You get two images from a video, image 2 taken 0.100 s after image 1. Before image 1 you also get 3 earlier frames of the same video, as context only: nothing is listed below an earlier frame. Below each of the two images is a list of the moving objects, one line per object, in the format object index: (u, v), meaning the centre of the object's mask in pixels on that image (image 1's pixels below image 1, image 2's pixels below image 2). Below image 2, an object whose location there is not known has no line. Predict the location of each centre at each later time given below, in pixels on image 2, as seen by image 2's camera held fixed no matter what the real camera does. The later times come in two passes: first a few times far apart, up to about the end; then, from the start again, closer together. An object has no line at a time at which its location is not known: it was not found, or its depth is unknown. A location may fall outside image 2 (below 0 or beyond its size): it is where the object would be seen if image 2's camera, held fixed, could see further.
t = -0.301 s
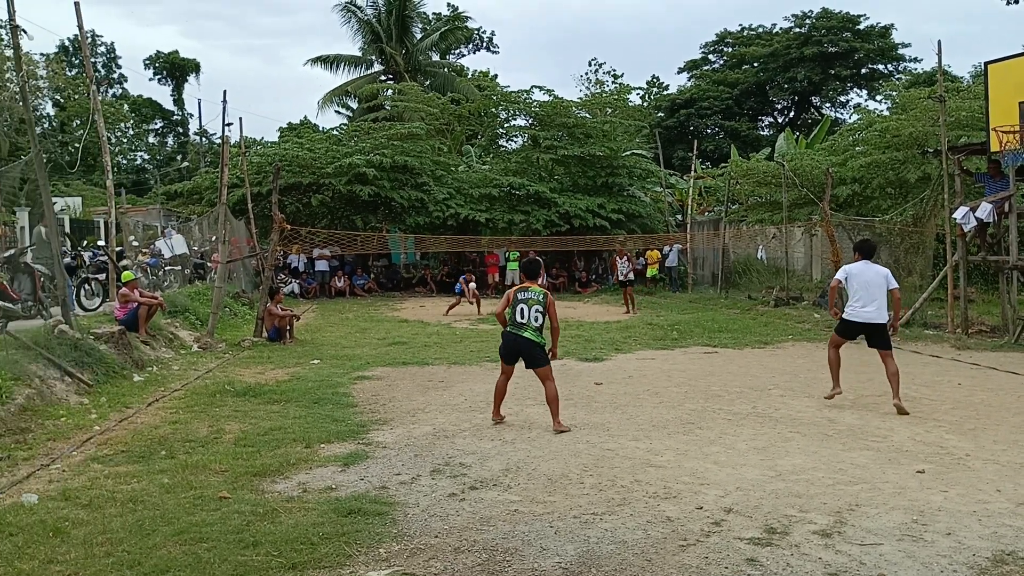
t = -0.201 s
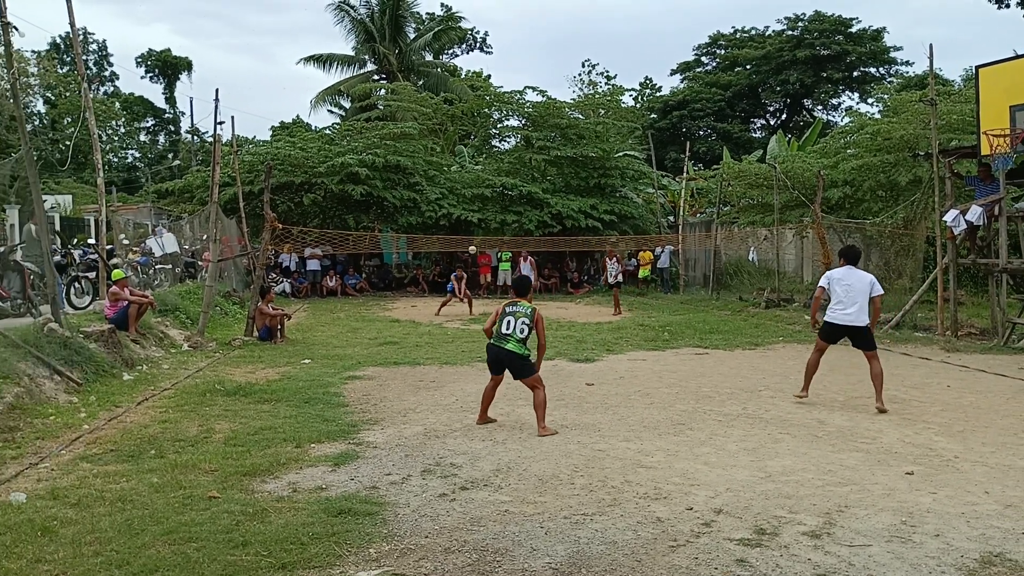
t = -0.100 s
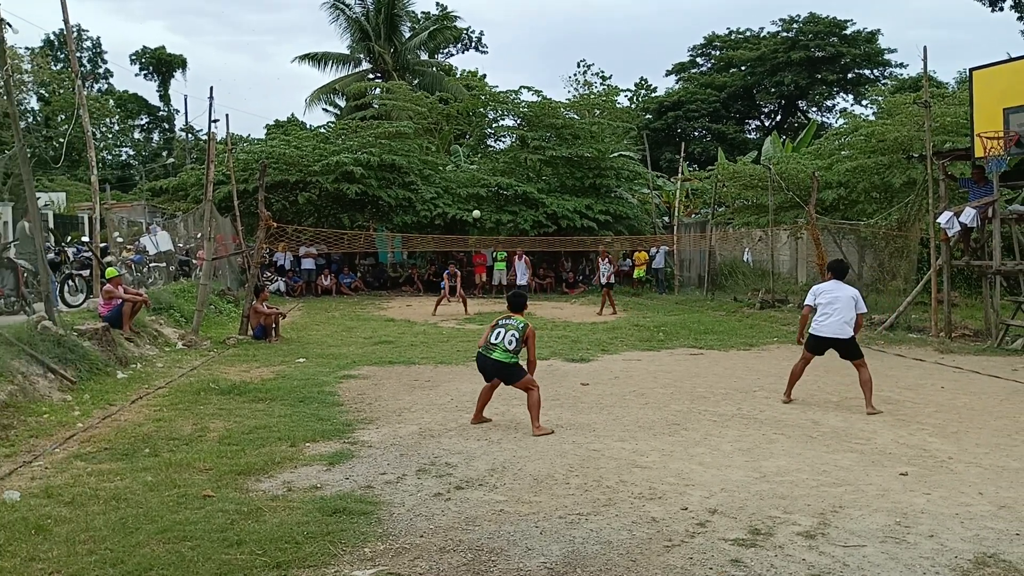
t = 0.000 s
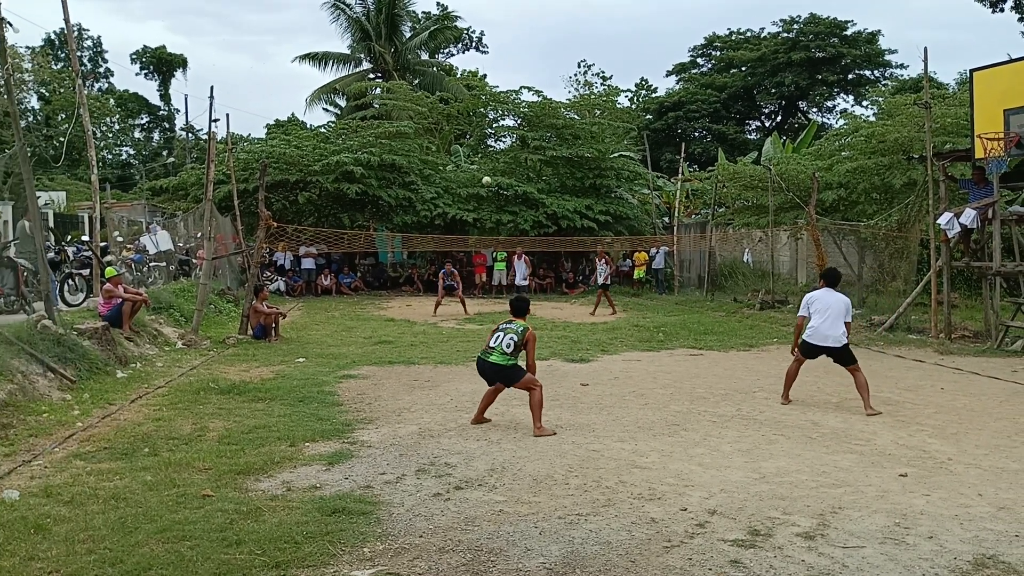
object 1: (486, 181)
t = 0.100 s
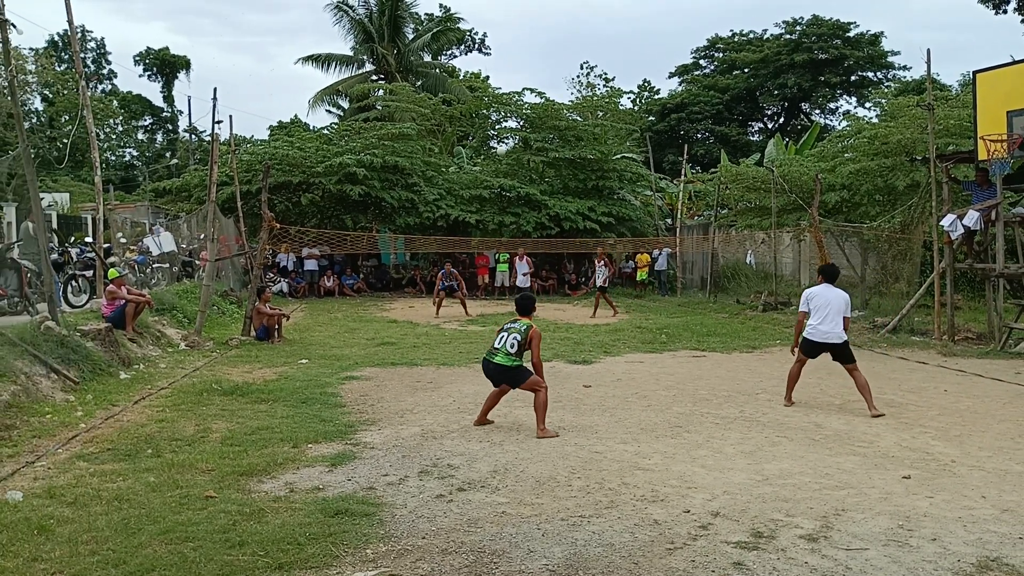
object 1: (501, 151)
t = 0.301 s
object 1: (529, 98)
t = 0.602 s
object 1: (587, 53)
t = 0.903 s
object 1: (670, 73)
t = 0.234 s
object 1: (519, 115)
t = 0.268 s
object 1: (524, 106)
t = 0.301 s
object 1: (529, 98)
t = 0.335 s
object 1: (535, 92)
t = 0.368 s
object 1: (540, 84)
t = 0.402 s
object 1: (546, 78)
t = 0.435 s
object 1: (552, 72)
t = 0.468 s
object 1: (559, 67)
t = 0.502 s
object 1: (566, 62)
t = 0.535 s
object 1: (572, 59)
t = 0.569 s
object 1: (579, 55)
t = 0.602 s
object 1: (587, 53)
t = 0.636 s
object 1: (595, 51)
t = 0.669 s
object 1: (603, 50)
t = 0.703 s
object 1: (611, 50)
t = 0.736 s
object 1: (620, 51)
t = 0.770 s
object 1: (629, 53)
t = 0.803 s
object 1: (639, 56)
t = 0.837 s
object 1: (649, 60)
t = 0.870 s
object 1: (659, 66)
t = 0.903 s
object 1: (670, 73)
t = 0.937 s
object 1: (682, 81)
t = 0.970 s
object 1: (694, 92)
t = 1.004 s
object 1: (706, 103)
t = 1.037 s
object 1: (720, 117)
